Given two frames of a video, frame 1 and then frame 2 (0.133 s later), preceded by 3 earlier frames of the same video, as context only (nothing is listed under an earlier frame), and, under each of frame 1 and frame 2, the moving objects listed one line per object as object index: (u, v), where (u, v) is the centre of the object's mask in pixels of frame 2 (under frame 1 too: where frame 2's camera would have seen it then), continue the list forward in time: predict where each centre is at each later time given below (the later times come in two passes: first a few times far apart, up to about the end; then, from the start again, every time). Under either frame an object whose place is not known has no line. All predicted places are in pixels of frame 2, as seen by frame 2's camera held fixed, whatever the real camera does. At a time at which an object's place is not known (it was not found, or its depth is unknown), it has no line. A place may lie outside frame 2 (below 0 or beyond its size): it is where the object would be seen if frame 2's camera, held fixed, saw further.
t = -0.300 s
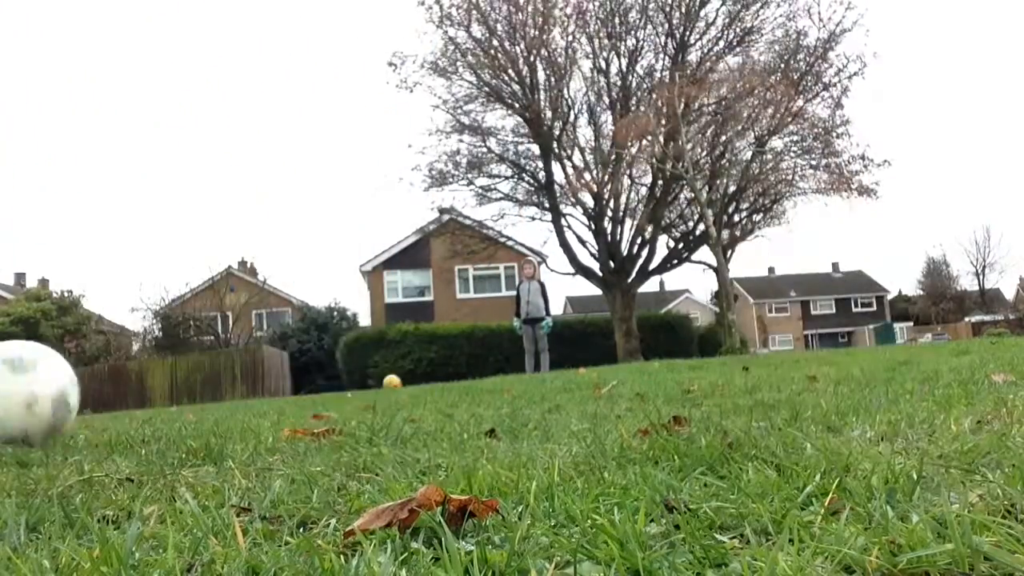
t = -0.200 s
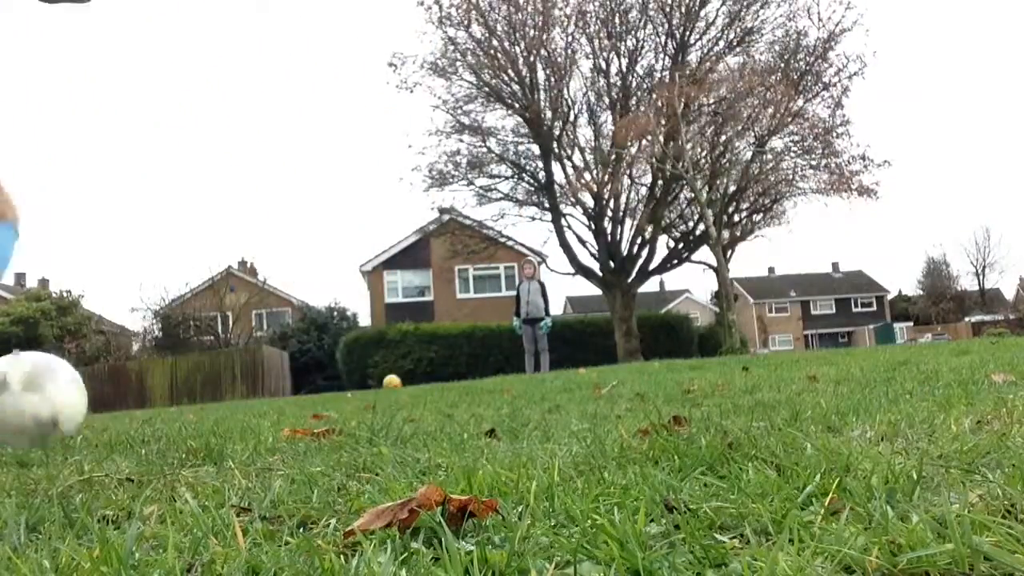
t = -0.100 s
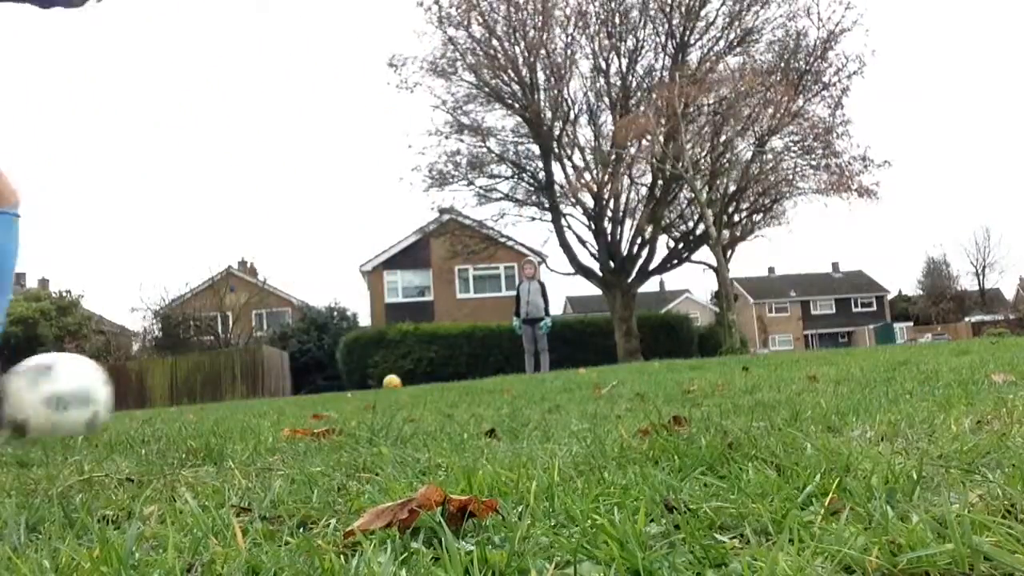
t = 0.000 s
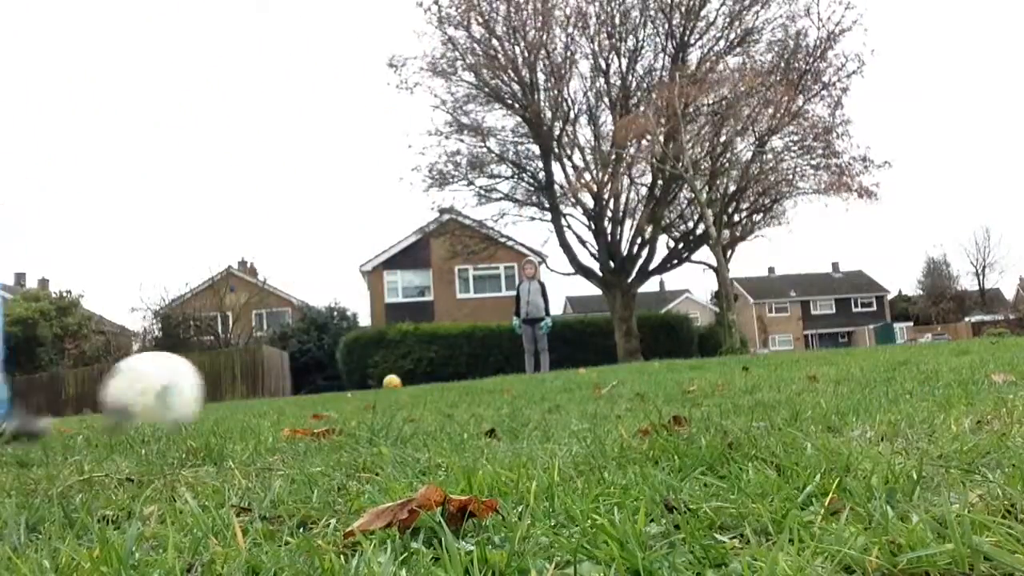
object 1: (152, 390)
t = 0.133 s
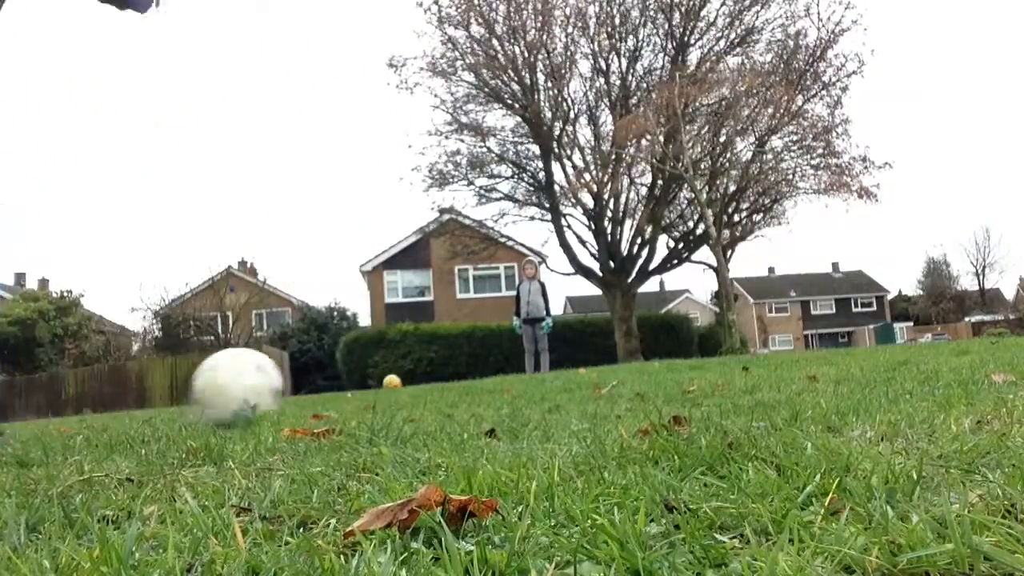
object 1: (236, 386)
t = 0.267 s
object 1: (299, 381)
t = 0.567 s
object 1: (405, 379)
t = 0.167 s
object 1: (252, 386)
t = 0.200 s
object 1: (270, 384)
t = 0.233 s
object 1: (285, 382)
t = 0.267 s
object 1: (299, 381)
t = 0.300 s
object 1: (315, 381)
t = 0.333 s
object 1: (329, 382)
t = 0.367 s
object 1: (341, 381)
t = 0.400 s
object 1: (353, 381)
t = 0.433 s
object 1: (366, 380)
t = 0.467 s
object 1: (377, 378)
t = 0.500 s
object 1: (385, 378)
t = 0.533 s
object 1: (396, 377)
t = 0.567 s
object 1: (405, 379)
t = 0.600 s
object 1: (417, 379)
